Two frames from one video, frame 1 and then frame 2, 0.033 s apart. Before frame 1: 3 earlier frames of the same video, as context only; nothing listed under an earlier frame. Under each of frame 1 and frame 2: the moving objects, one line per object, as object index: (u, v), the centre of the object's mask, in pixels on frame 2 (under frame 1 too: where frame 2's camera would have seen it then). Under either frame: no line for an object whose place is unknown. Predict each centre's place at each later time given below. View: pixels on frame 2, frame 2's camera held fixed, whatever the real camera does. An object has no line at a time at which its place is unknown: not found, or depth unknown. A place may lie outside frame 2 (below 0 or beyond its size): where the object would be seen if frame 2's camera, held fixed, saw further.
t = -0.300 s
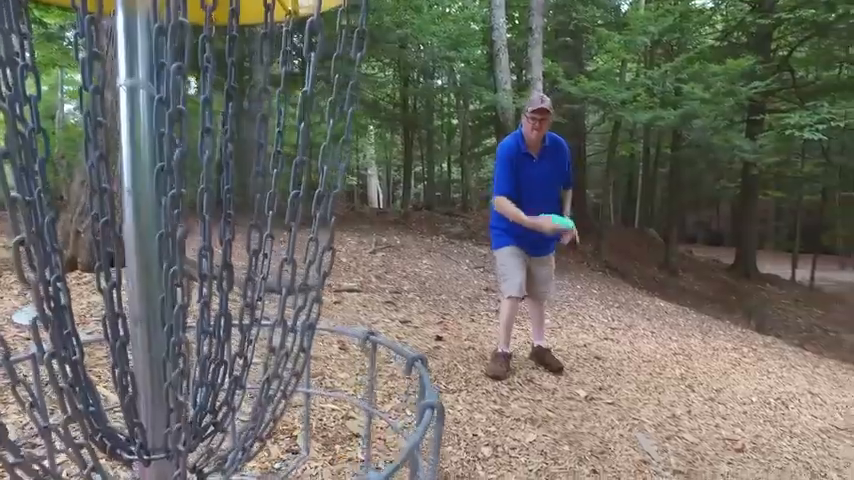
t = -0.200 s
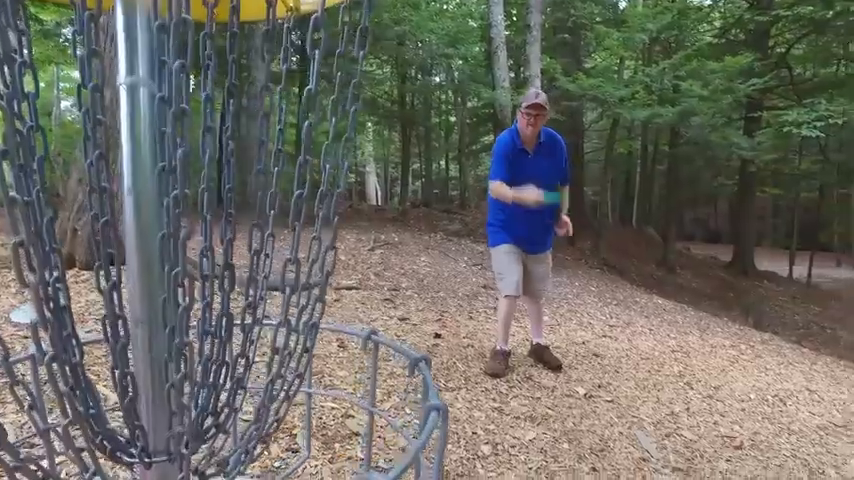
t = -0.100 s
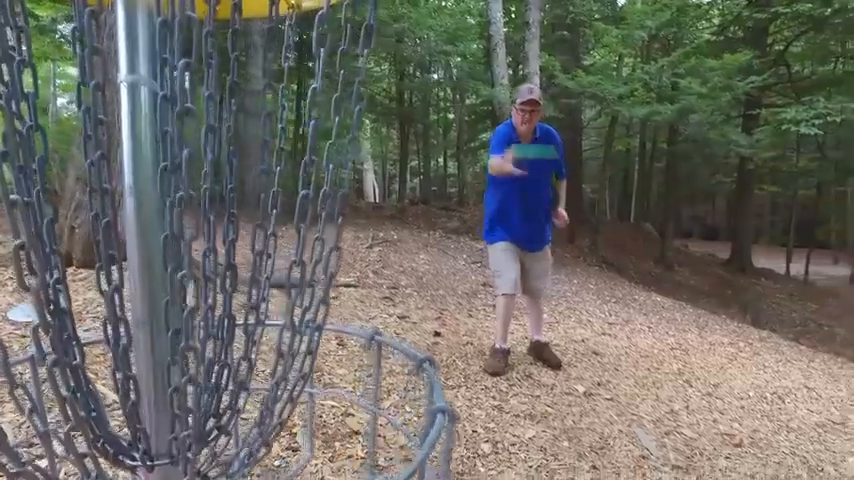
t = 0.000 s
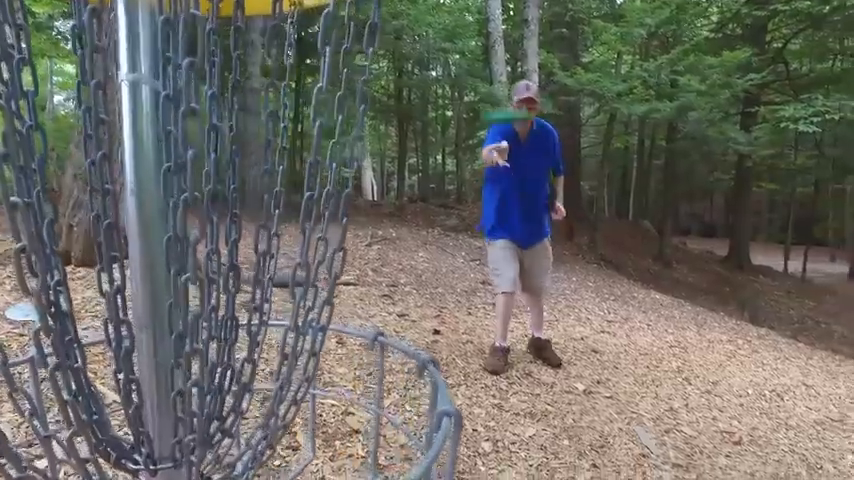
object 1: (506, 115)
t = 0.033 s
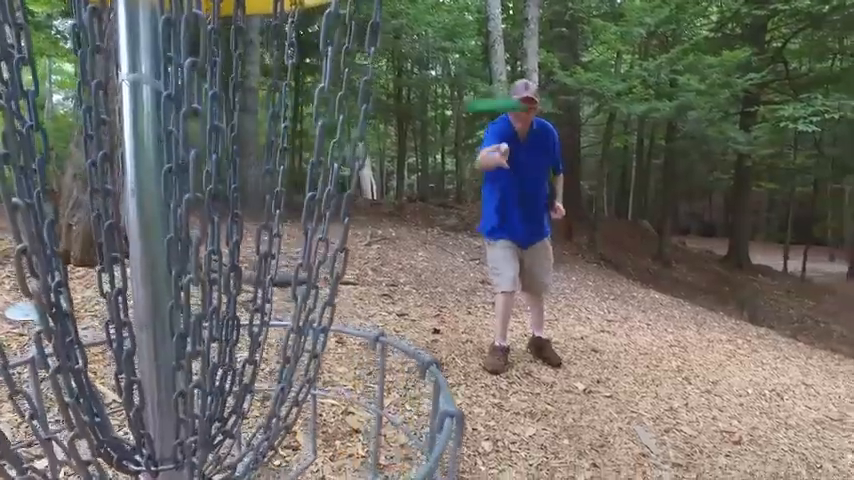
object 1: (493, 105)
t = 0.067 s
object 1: (482, 100)
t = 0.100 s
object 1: (466, 98)
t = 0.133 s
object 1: (451, 97)
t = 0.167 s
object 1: (431, 101)
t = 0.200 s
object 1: (410, 106)
